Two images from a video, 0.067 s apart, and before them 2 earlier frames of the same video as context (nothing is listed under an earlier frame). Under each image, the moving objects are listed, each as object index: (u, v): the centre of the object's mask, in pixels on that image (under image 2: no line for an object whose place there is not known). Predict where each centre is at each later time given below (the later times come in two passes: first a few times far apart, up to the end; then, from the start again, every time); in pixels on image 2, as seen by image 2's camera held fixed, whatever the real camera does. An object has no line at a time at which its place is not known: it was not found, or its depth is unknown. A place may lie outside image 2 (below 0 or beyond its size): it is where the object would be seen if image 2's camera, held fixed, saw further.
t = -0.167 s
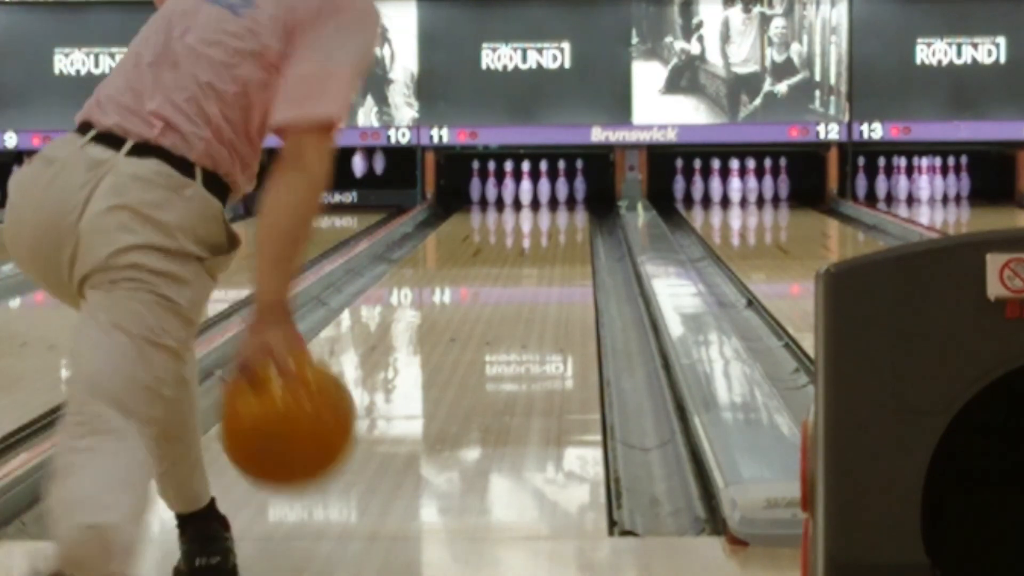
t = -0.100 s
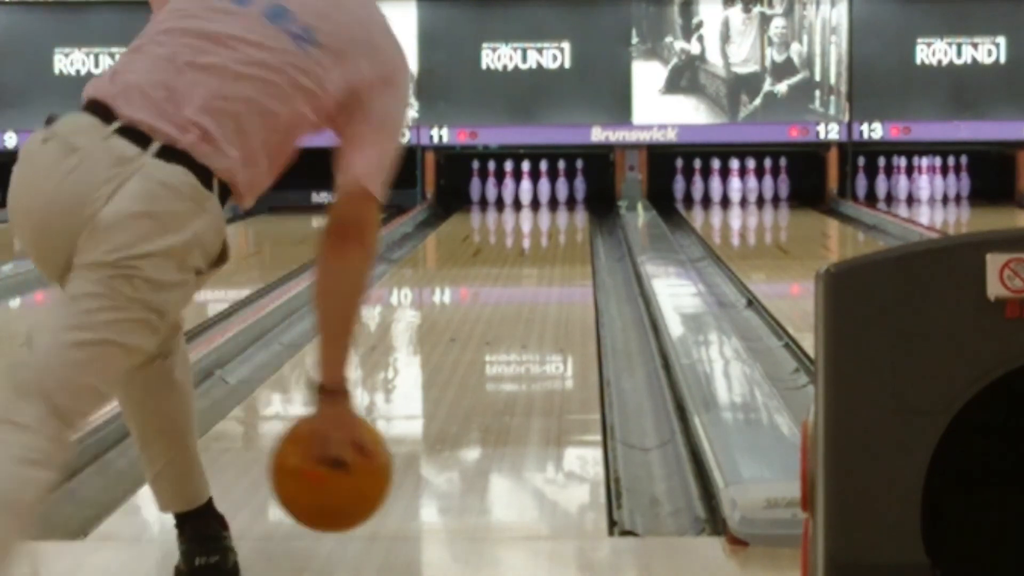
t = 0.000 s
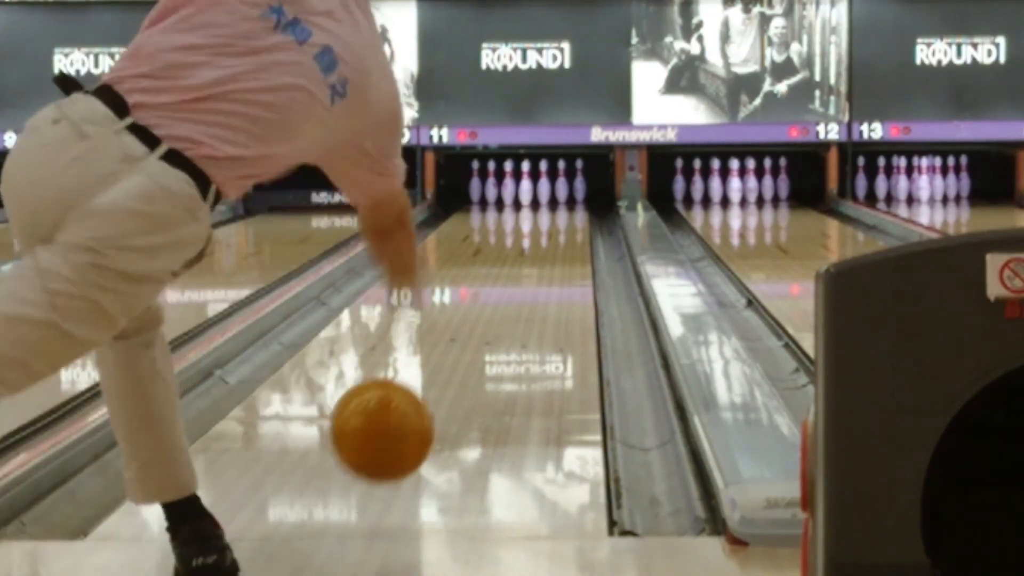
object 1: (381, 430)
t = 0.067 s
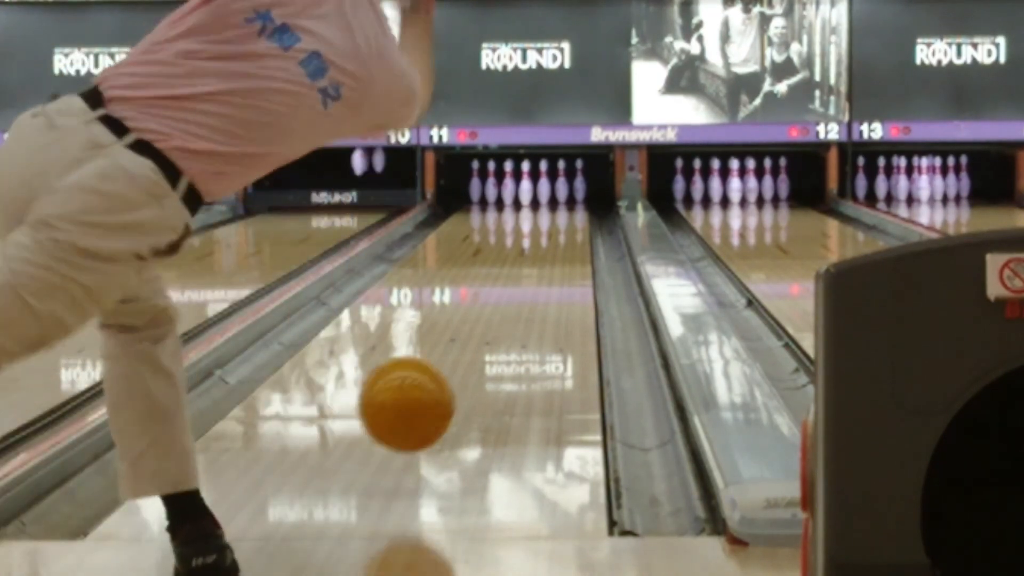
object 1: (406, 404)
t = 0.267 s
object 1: (461, 373)
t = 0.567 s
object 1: (509, 316)
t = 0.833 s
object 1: (536, 279)
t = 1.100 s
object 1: (553, 254)
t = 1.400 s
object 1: (565, 234)
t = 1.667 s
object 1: (571, 219)
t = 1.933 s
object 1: (570, 208)
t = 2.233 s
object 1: (555, 199)
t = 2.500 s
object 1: (536, 194)
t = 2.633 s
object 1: (535, 193)
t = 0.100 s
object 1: (417, 400)
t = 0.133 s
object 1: (428, 400)
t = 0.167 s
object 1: (438, 406)
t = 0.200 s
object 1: (446, 394)
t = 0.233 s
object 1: (454, 381)
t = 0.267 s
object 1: (461, 373)
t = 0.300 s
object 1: (468, 369)
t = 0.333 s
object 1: (474, 362)
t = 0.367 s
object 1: (480, 354)
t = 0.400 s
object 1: (486, 348)
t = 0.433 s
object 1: (491, 340)
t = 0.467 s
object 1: (496, 333)
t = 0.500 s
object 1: (501, 327)
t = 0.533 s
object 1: (505, 322)
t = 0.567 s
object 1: (509, 316)
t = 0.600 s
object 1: (513, 311)
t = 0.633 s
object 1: (517, 306)
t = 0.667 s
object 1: (521, 301)
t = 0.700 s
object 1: (524, 296)
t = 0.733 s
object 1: (527, 292)
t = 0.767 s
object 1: (530, 287)
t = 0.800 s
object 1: (533, 282)
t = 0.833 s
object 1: (536, 279)
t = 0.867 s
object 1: (538, 275)
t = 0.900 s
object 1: (541, 271)
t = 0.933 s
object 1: (543, 268)
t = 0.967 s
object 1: (546, 266)
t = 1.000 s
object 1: (547, 263)
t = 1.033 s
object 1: (549, 260)
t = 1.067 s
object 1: (551, 257)
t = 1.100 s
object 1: (553, 254)
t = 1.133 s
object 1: (554, 252)
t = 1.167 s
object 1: (557, 249)
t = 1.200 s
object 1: (558, 246)
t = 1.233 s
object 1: (560, 244)
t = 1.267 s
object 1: (561, 242)
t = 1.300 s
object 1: (562, 240)
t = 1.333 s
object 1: (563, 238)
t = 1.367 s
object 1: (565, 236)
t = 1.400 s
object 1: (565, 234)
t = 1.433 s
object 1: (566, 232)
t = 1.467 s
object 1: (567, 230)
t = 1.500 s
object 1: (568, 228)
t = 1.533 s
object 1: (569, 226)
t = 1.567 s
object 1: (570, 224)
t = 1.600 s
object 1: (570, 222)
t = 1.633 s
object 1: (571, 220)
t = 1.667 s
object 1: (571, 219)
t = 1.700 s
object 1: (572, 217)
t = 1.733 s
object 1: (572, 216)
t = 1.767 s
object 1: (572, 214)
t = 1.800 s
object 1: (572, 213)
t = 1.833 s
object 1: (572, 212)
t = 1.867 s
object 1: (572, 210)
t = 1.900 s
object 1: (571, 209)
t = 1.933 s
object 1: (570, 208)
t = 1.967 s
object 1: (569, 207)
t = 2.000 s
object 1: (568, 206)
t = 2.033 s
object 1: (566, 205)
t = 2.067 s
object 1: (565, 204)
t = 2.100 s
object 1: (563, 203)
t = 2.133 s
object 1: (561, 202)
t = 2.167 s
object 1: (559, 201)
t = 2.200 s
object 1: (557, 200)
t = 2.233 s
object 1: (555, 199)
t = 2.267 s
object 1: (552, 199)
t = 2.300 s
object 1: (549, 199)
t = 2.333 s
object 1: (547, 198)
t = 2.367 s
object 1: (545, 197)
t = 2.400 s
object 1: (543, 197)
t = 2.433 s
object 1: (540, 195)
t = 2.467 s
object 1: (538, 194)
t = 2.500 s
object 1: (536, 194)
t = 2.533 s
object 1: (536, 194)
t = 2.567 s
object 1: (537, 194)
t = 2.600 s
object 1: (536, 194)
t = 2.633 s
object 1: (535, 193)
